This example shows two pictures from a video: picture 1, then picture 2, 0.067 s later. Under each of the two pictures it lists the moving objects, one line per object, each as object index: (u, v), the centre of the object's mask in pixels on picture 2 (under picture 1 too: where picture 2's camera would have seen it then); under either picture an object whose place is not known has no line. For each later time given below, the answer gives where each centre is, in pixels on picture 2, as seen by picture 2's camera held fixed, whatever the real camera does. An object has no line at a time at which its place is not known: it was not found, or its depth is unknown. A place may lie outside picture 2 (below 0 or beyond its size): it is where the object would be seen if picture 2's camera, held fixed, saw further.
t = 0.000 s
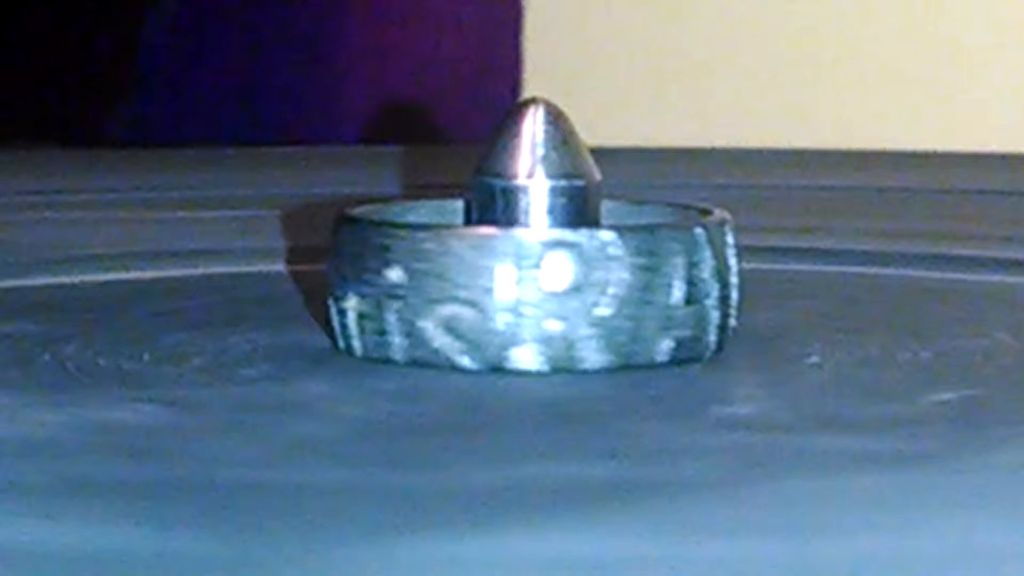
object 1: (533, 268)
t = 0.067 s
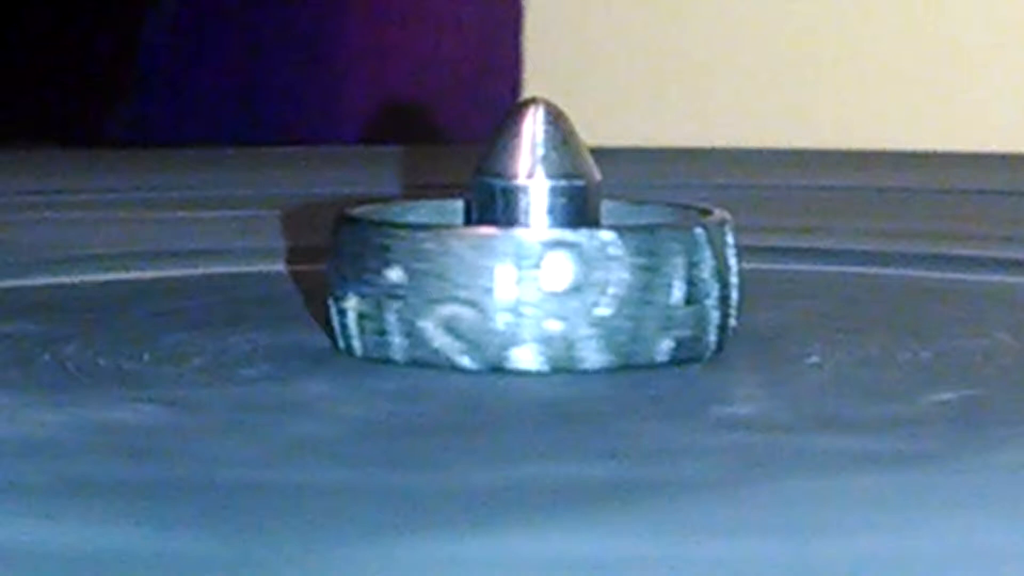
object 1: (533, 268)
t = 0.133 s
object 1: (533, 268)
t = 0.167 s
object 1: (533, 268)
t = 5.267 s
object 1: (508, 269)
